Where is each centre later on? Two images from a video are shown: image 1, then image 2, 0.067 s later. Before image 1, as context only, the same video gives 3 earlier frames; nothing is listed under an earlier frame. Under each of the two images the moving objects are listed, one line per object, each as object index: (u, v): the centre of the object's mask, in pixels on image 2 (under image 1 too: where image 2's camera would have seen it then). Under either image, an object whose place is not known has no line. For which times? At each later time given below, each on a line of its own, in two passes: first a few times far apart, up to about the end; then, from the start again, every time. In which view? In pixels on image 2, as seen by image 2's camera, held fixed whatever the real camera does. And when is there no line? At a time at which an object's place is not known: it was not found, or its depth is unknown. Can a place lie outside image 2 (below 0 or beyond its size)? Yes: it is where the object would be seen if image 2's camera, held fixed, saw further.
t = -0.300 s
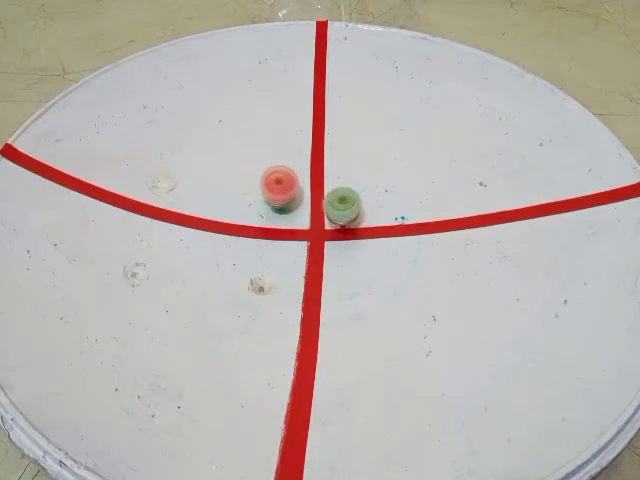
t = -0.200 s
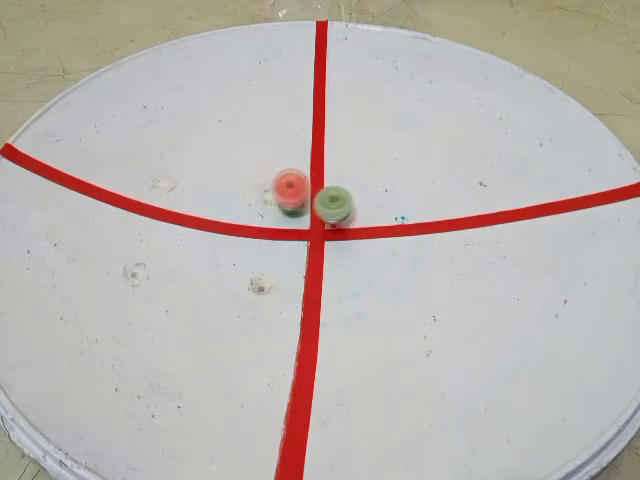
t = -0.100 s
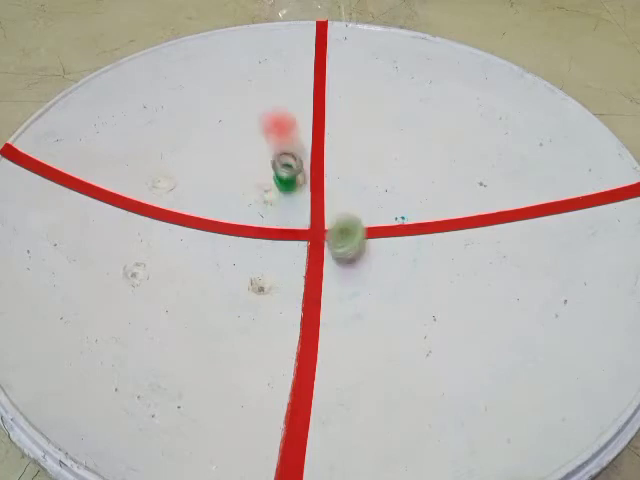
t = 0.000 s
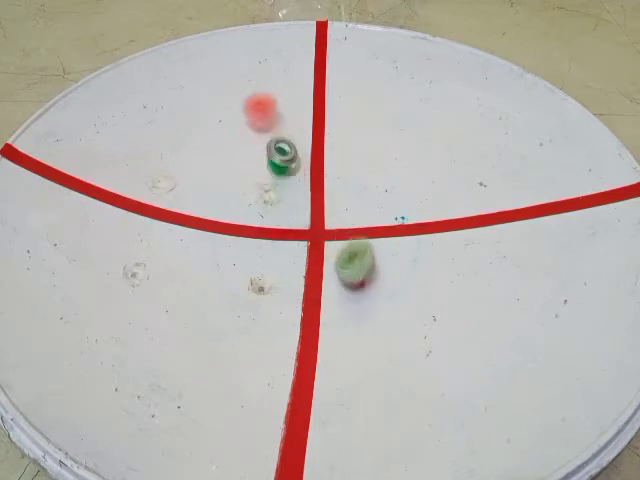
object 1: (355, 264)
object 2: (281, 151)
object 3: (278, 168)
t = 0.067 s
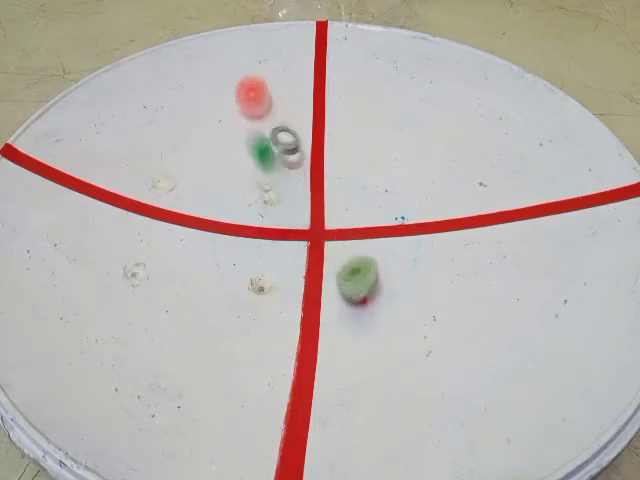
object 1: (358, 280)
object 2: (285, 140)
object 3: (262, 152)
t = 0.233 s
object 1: (353, 317)
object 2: (293, 163)
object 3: (171, 124)
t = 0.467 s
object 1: (325, 335)
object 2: (272, 223)
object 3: (150, 167)
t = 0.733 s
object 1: (323, 301)
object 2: (271, 272)
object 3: (223, 199)
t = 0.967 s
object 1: (330, 248)
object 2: (271, 273)
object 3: (286, 229)
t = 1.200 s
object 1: (363, 206)
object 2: (271, 273)
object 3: (327, 238)
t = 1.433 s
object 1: (407, 181)
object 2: (271, 273)
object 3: (346, 244)
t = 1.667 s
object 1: (432, 171)
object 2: (271, 273)
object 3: (350, 239)
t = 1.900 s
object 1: (418, 181)
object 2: (271, 273)
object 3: (340, 239)
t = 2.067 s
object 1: (389, 195)
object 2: (271, 273)
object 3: (340, 239)
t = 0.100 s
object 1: (358, 288)
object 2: (290, 142)
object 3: (240, 132)
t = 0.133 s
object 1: (358, 296)
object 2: (297, 157)
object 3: (219, 125)
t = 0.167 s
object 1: (357, 303)
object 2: (300, 164)
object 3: (201, 130)
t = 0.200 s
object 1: (355, 310)
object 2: (296, 160)
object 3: (184, 126)
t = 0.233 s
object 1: (353, 317)
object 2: (293, 163)
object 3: (171, 124)
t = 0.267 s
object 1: (350, 322)
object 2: (285, 166)
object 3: (158, 127)
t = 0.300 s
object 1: (346, 327)
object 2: (275, 174)
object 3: (150, 126)
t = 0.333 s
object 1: (341, 330)
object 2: (267, 186)
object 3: (145, 139)
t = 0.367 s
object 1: (336, 333)
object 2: (265, 195)
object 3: (143, 147)
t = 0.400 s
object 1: (332, 336)
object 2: (264, 209)
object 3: (143, 154)
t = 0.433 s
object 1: (329, 336)
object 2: (268, 216)
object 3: (146, 162)
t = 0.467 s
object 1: (325, 335)
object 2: (272, 223)
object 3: (150, 167)
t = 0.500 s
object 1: (321, 335)
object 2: (273, 226)
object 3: (156, 170)
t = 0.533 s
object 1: (325, 336)
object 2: (272, 231)
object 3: (164, 175)
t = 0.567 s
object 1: (328, 336)
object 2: (271, 237)
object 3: (176, 177)
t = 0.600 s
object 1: (328, 333)
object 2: (272, 242)
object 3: (186, 181)
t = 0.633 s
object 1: (327, 326)
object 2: (272, 253)
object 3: (198, 186)
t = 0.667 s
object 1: (326, 318)
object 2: (272, 261)
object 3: (205, 191)
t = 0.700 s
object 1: (325, 310)
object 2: (272, 269)
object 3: (215, 196)
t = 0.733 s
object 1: (323, 301)
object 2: (271, 272)
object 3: (223, 199)
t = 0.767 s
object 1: (322, 294)
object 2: (271, 273)
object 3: (234, 206)
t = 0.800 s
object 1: (322, 286)
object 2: (271, 273)
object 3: (241, 209)
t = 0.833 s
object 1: (323, 278)
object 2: (271, 273)
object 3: (250, 215)
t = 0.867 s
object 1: (324, 271)
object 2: (272, 273)
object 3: (258, 218)
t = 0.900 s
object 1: (326, 263)
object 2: (272, 273)
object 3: (268, 224)
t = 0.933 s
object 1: (328, 255)
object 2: (272, 273)
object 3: (276, 227)
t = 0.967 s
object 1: (330, 248)
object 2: (271, 273)
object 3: (286, 229)
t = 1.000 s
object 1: (334, 242)
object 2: (271, 273)
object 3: (293, 231)
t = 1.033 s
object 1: (337, 236)
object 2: (271, 273)
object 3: (298, 232)
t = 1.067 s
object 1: (342, 230)
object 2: (271, 273)
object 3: (307, 234)
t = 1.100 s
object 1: (346, 223)
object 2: (271, 273)
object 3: (313, 235)
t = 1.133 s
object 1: (351, 216)
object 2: (271, 273)
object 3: (318, 236)
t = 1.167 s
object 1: (357, 210)
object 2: (271, 273)
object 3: (323, 237)
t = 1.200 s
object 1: (363, 206)
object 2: (271, 273)
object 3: (327, 238)
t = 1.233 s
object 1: (369, 202)
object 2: (271, 273)
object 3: (332, 240)
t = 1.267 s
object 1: (375, 198)
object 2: (271, 273)
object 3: (336, 240)
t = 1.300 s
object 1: (381, 194)
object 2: (271, 273)
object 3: (338, 241)
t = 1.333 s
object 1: (388, 189)
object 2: (271, 273)
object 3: (341, 242)
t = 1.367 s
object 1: (395, 186)
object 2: (271, 273)
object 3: (343, 243)
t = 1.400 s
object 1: (401, 183)
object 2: (271, 273)
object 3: (345, 244)
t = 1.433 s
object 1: (407, 181)
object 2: (271, 273)
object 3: (346, 244)
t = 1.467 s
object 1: (412, 179)
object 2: (271, 273)
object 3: (349, 244)
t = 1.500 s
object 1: (417, 175)
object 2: (271, 273)
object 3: (350, 243)
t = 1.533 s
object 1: (421, 173)
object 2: (272, 273)
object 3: (351, 242)
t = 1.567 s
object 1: (425, 172)
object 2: (271, 273)
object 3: (351, 241)
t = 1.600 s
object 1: (428, 171)
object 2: (271, 273)
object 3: (351, 240)
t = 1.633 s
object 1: (431, 171)
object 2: (271, 273)
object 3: (350, 240)
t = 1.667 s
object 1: (432, 171)
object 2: (271, 273)
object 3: (350, 239)
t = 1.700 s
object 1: (432, 171)
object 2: (272, 273)
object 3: (348, 238)
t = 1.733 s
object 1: (432, 172)
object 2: (271, 273)
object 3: (347, 237)
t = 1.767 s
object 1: (431, 173)
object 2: (272, 273)
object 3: (345, 236)
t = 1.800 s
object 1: (429, 174)
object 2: (271, 273)
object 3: (342, 236)
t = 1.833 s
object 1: (426, 176)
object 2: (271, 273)
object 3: (341, 237)
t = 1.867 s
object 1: (423, 178)
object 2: (271, 273)
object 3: (340, 239)
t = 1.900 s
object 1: (418, 181)
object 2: (271, 273)
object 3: (340, 239)
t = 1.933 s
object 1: (413, 183)
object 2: (271, 273)
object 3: (340, 239)
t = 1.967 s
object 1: (408, 186)
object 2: (271, 273)
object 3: (341, 239)
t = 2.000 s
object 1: (402, 189)
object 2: (271, 273)
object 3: (341, 239)
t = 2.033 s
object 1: (396, 192)
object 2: (271, 273)
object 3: (340, 239)
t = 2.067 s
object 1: (389, 195)
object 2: (271, 273)
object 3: (340, 239)
